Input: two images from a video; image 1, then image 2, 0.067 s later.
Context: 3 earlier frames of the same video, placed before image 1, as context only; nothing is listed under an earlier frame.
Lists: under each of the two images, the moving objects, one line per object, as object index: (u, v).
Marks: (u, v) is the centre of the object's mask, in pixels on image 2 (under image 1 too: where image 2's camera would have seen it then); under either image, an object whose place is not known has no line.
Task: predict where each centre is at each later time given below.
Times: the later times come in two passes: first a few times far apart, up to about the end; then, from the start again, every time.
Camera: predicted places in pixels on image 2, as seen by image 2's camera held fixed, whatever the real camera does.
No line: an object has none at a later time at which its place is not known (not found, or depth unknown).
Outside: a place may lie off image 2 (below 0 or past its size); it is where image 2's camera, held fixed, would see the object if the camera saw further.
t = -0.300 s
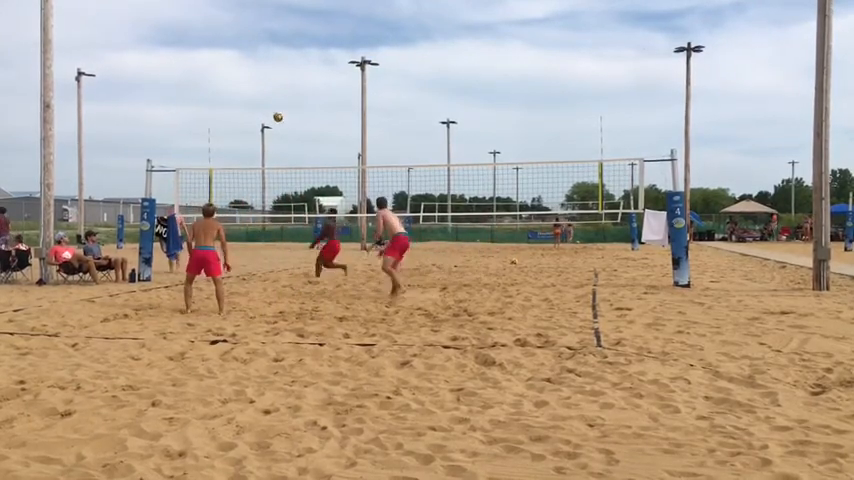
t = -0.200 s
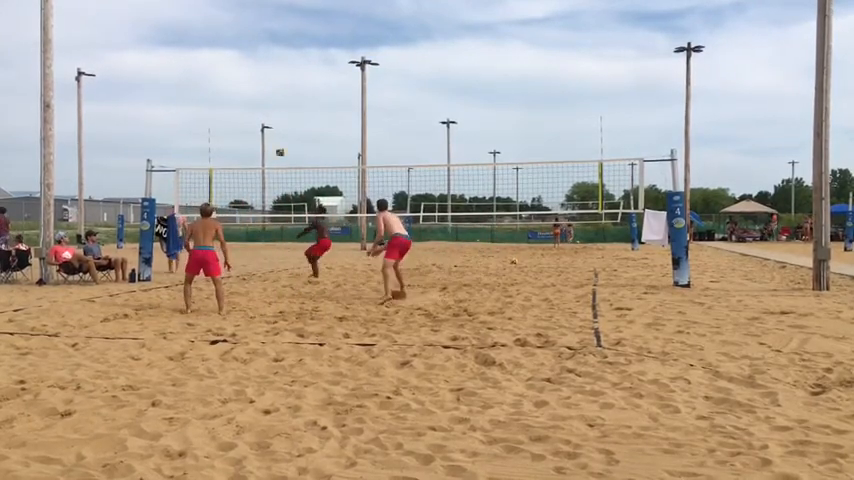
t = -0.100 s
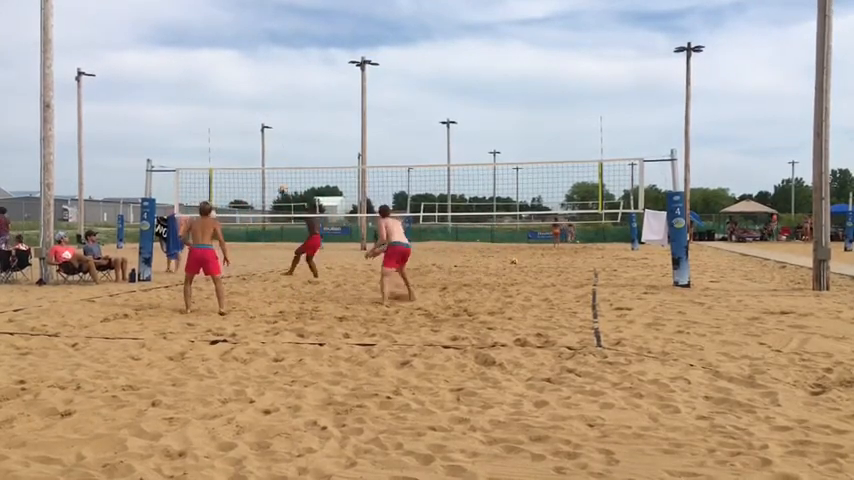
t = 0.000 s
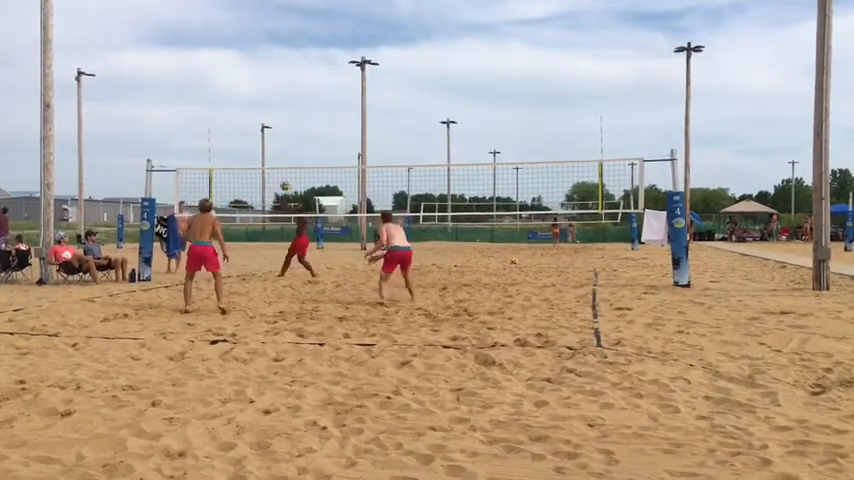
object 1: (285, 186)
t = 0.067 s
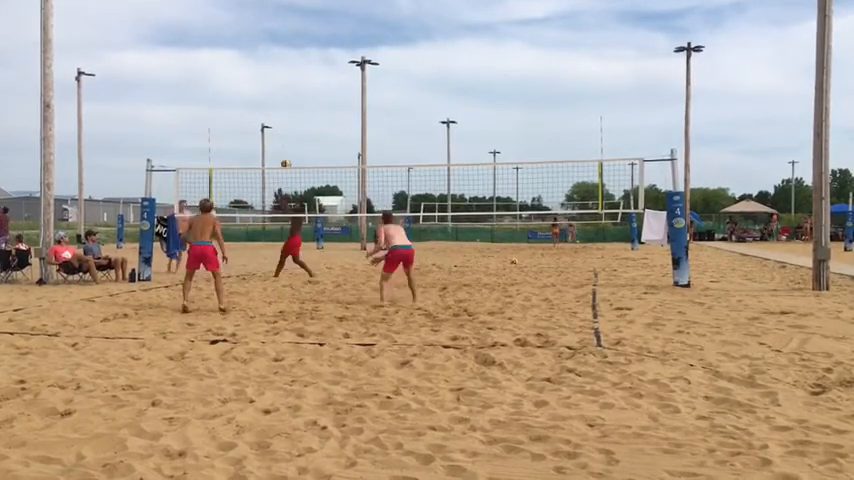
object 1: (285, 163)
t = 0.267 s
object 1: (290, 109)
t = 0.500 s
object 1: (297, 66)
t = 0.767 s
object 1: (309, 54)
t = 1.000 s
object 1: (325, 84)
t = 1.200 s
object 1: (342, 152)
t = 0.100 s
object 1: (286, 154)
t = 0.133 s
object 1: (286, 143)
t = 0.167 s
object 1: (287, 134)
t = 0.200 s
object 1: (288, 125)
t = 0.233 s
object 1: (289, 117)
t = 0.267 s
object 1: (290, 109)
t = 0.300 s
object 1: (290, 101)
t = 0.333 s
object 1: (291, 94)
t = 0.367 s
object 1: (293, 87)
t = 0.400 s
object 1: (293, 81)
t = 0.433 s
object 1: (295, 76)
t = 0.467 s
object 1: (296, 71)
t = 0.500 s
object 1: (297, 66)
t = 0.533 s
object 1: (298, 62)
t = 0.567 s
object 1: (300, 59)
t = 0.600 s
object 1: (301, 56)
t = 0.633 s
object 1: (303, 54)
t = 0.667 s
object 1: (304, 53)
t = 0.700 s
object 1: (306, 53)
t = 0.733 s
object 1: (307, 53)
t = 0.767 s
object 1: (309, 54)
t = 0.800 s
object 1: (311, 55)
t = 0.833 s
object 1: (314, 58)
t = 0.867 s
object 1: (316, 61)
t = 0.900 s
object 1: (318, 65)
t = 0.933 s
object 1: (320, 71)
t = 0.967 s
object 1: (322, 77)
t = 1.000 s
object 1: (325, 84)
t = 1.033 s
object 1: (328, 93)
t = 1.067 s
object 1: (331, 102)
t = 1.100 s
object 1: (333, 112)
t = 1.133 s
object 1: (336, 124)
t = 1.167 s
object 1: (339, 137)
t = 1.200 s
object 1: (342, 152)
